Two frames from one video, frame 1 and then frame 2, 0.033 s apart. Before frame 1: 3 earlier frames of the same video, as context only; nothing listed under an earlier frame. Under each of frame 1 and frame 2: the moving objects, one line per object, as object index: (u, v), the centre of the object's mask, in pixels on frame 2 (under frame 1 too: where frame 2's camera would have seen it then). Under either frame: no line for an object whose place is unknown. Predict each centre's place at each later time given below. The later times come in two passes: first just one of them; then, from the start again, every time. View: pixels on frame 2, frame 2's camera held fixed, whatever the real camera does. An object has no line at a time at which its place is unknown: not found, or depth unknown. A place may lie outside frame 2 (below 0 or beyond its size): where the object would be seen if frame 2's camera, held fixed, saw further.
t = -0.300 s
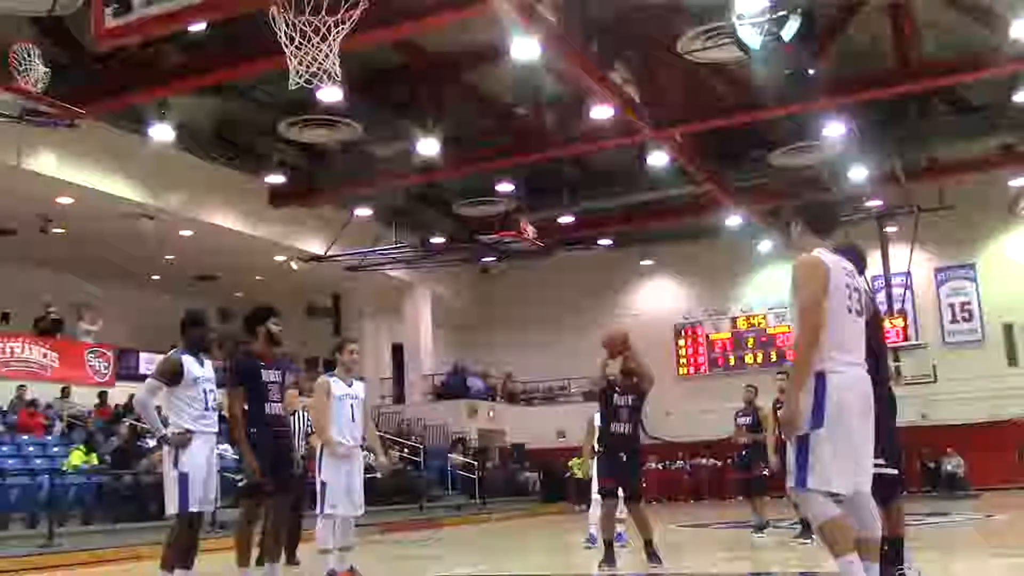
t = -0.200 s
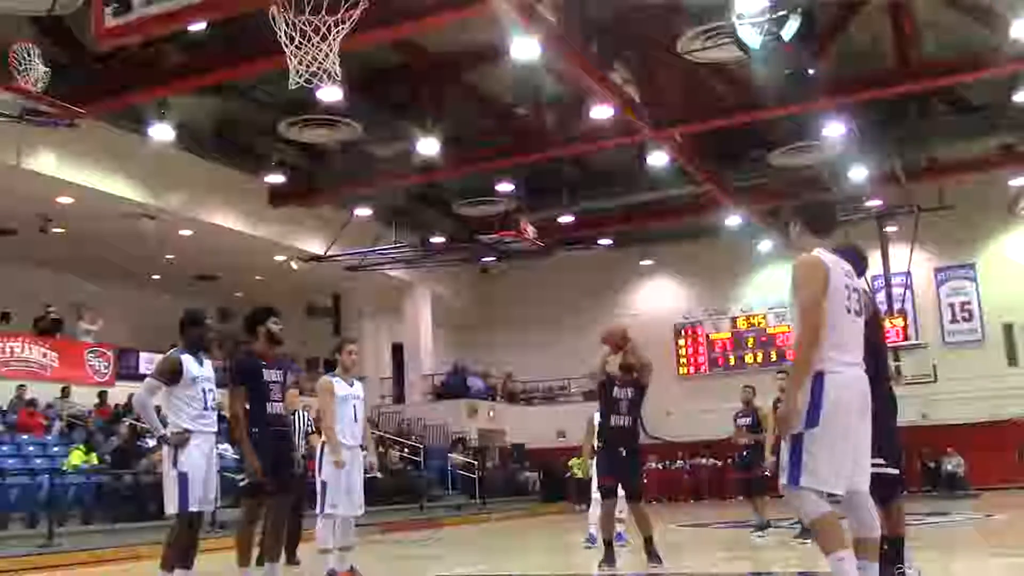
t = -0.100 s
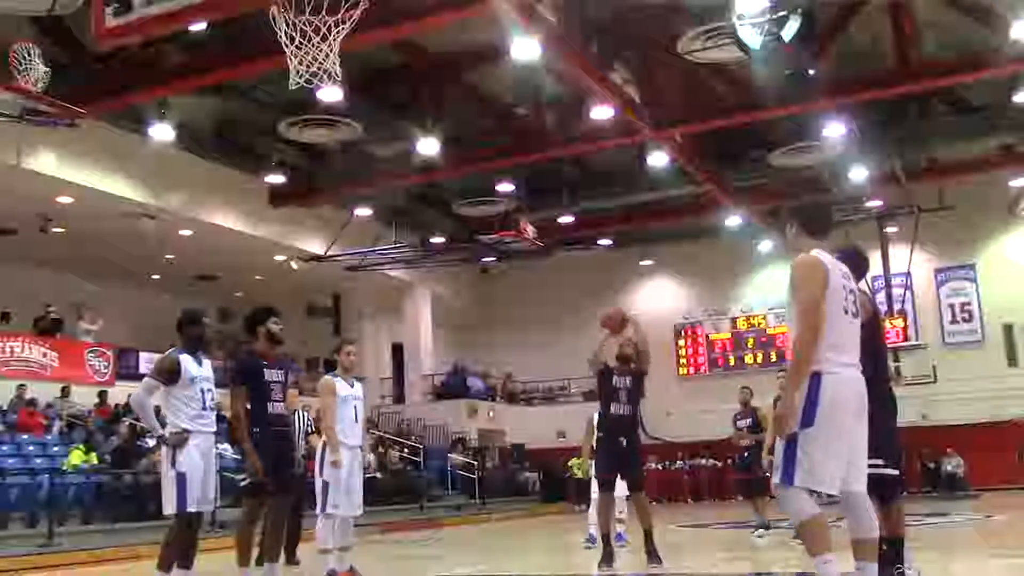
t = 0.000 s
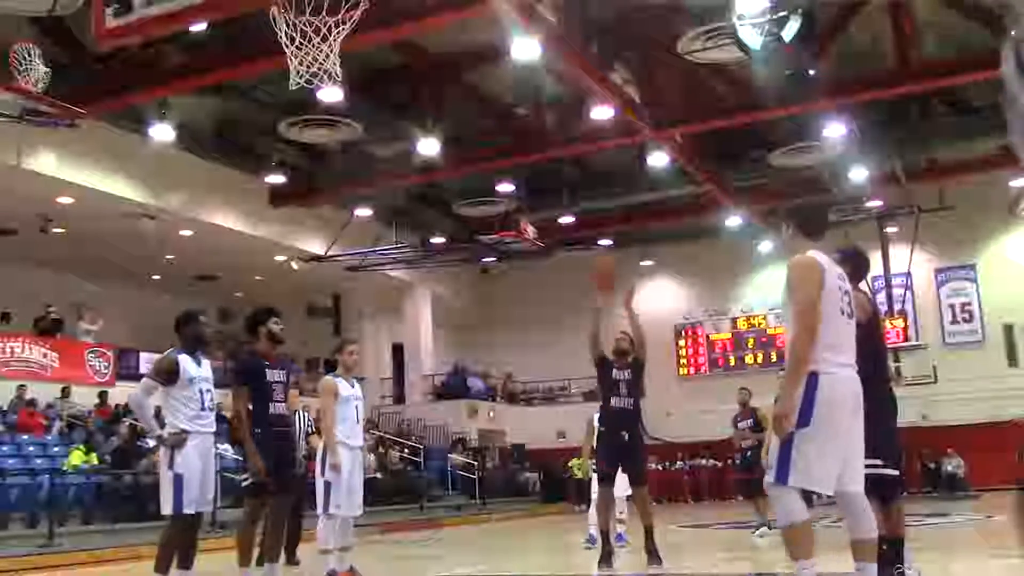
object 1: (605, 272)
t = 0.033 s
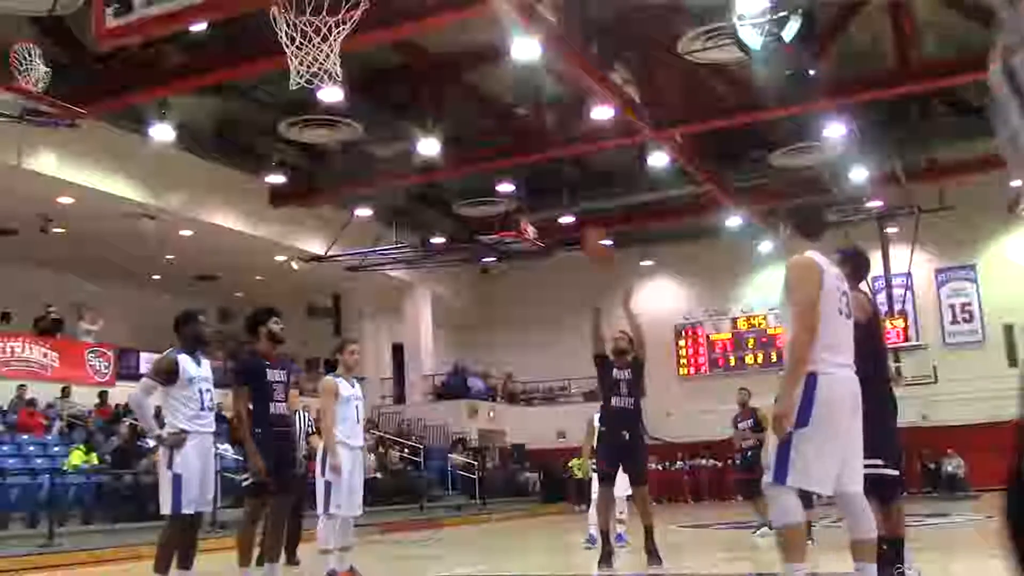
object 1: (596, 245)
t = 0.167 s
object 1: (568, 154)
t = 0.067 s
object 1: (590, 222)
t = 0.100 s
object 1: (581, 195)
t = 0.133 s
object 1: (576, 177)
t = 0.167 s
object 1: (568, 154)
